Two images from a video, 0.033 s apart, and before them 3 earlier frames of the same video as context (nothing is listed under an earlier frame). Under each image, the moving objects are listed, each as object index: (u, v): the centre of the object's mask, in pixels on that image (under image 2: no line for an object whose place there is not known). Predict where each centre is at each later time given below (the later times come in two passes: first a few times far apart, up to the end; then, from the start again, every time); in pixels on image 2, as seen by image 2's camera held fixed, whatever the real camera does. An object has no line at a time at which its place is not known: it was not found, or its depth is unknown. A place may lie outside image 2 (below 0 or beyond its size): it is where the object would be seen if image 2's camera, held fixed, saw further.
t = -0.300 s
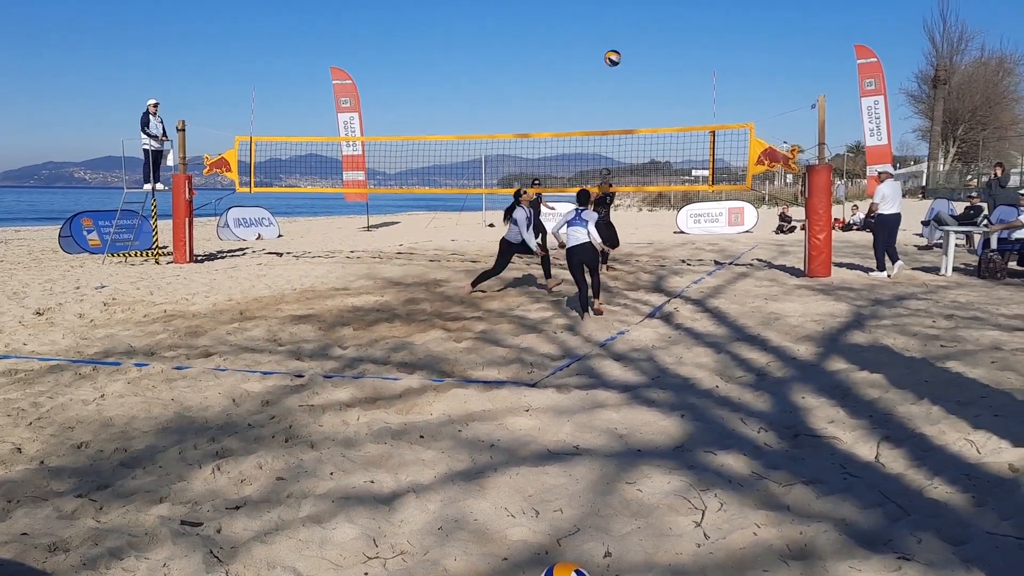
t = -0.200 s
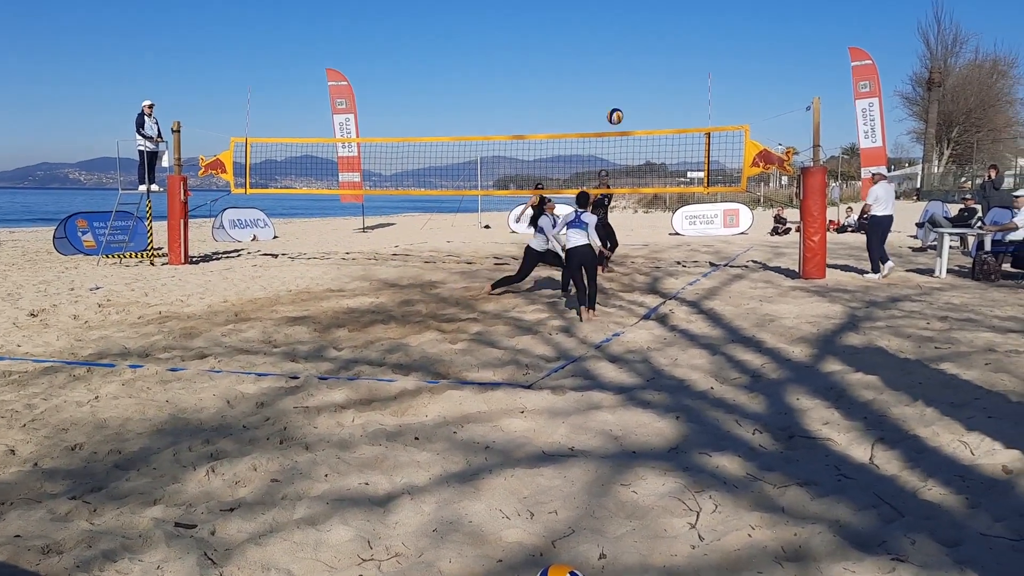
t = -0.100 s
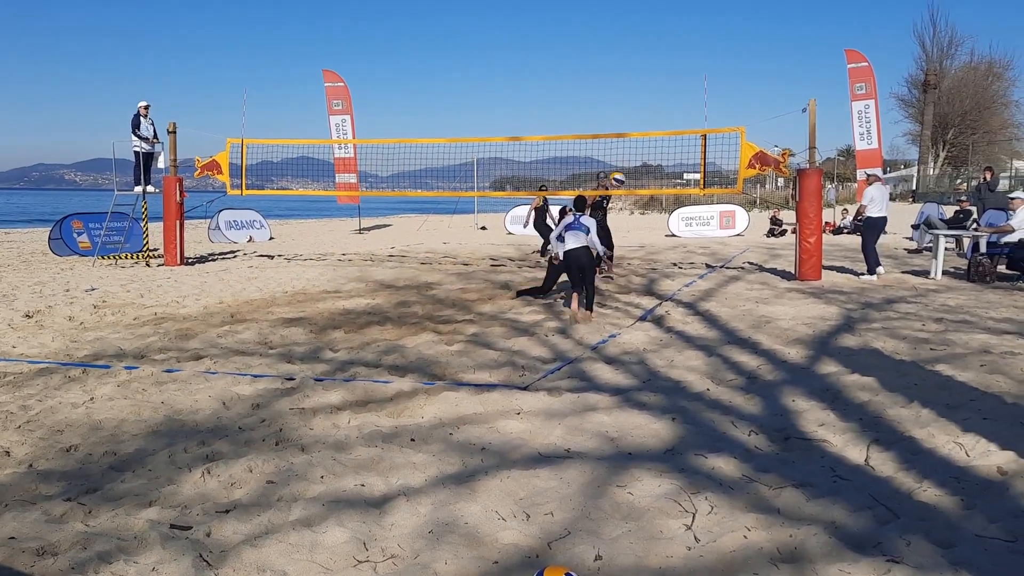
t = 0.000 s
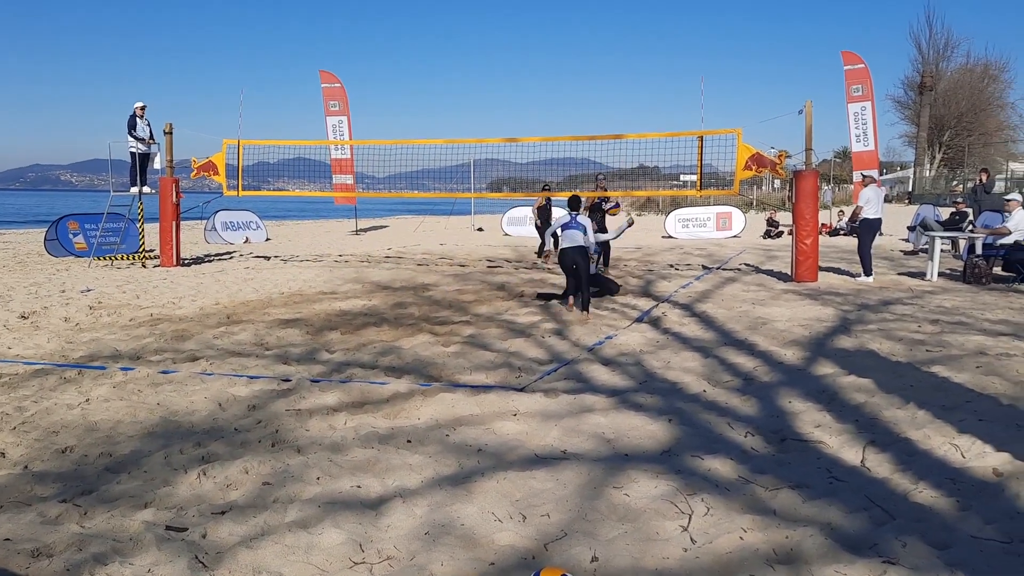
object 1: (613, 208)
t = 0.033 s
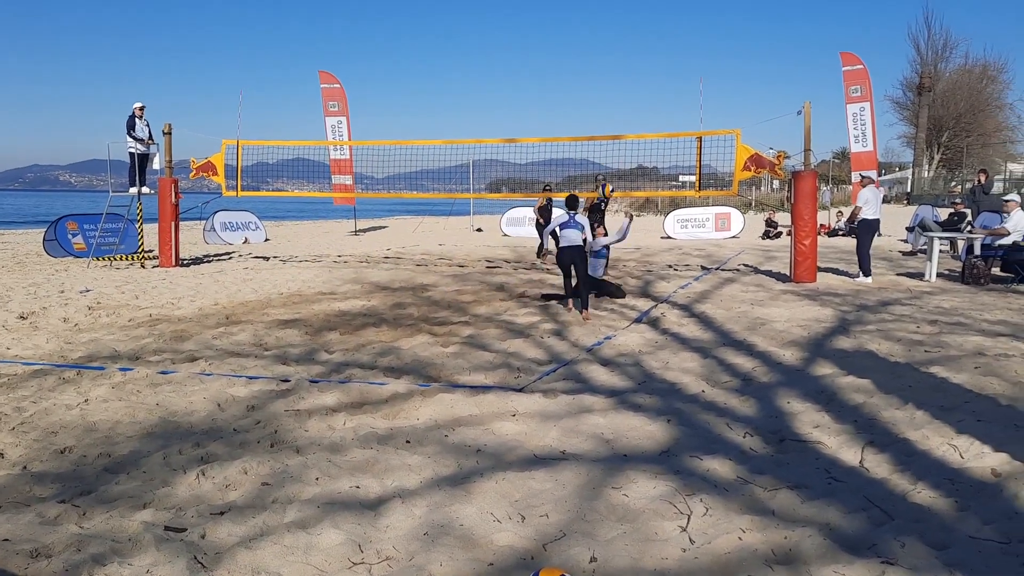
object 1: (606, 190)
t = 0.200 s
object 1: (576, 116)
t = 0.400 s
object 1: (539, 56)
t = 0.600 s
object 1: (501, 26)
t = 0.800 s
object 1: (464, 27)
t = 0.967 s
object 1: (433, 50)
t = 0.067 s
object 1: (600, 174)
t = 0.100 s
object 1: (594, 158)
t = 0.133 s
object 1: (588, 143)
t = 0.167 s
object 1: (583, 129)
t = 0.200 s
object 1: (576, 116)
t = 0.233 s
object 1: (570, 104)
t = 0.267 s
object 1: (564, 92)
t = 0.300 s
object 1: (558, 82)
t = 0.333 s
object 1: (551, 72)
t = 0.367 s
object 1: (545, 64)
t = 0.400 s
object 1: (539, 56)
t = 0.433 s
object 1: (533, 49)
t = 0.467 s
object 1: (526, 42)
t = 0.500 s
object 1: (520, 37)
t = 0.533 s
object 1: (514, 33)
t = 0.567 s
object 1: (507, 29)
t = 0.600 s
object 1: (501, 26)
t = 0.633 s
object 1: (495, 24)
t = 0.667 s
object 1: (488, 23)
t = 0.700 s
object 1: (482, 23)
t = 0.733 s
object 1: (476, 24)
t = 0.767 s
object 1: (470, 25)
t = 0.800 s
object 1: (464, 27)
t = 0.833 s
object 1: (458, 30)
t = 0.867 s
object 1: (452, 34)
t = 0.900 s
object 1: (445, 39)
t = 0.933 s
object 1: (439, 44)
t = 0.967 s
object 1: (433, 50)
